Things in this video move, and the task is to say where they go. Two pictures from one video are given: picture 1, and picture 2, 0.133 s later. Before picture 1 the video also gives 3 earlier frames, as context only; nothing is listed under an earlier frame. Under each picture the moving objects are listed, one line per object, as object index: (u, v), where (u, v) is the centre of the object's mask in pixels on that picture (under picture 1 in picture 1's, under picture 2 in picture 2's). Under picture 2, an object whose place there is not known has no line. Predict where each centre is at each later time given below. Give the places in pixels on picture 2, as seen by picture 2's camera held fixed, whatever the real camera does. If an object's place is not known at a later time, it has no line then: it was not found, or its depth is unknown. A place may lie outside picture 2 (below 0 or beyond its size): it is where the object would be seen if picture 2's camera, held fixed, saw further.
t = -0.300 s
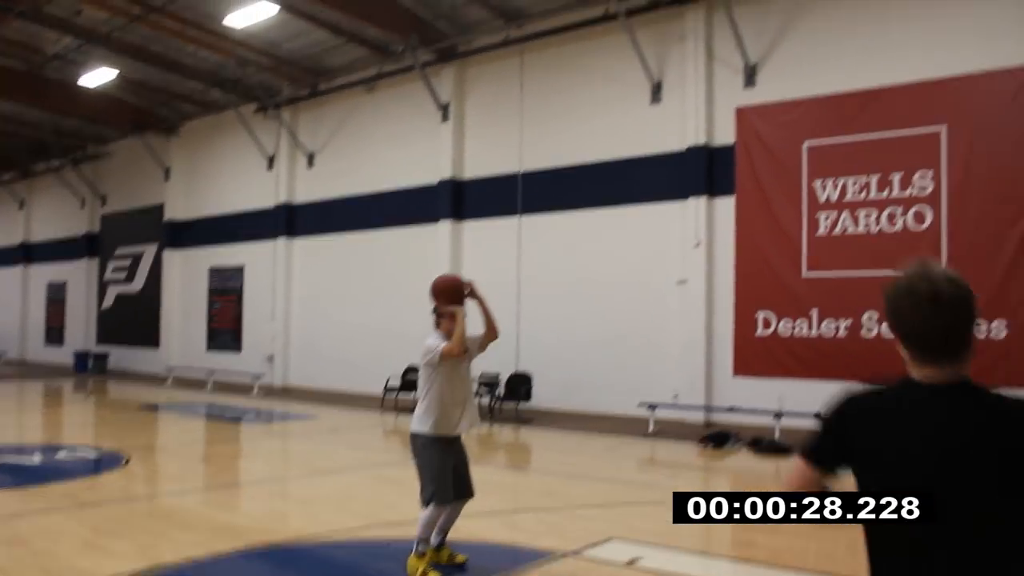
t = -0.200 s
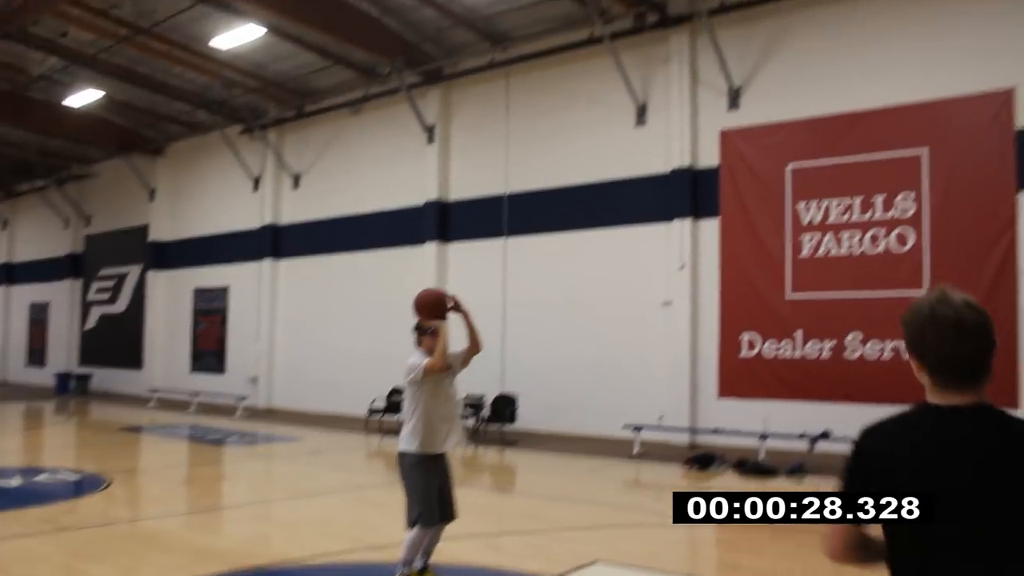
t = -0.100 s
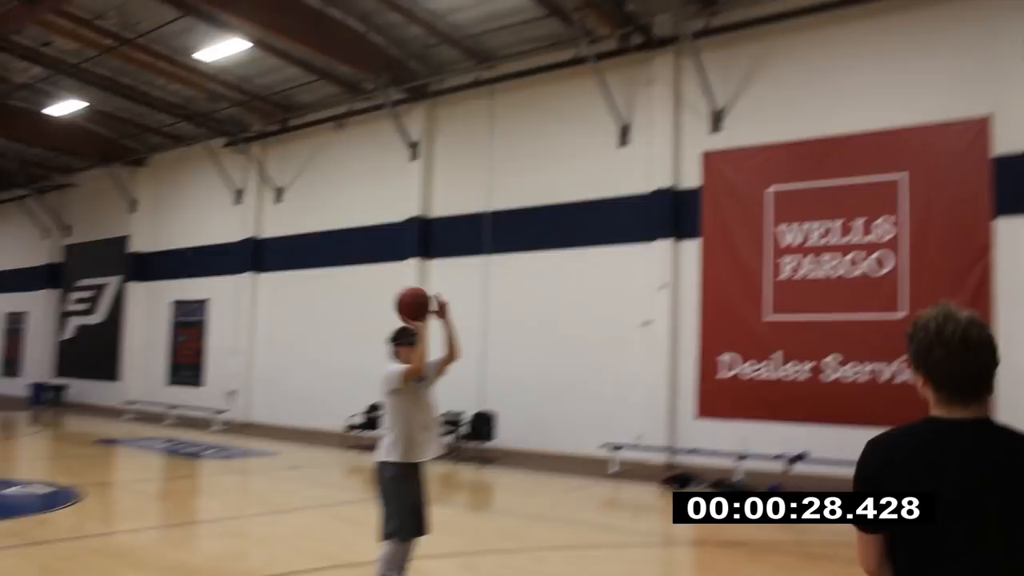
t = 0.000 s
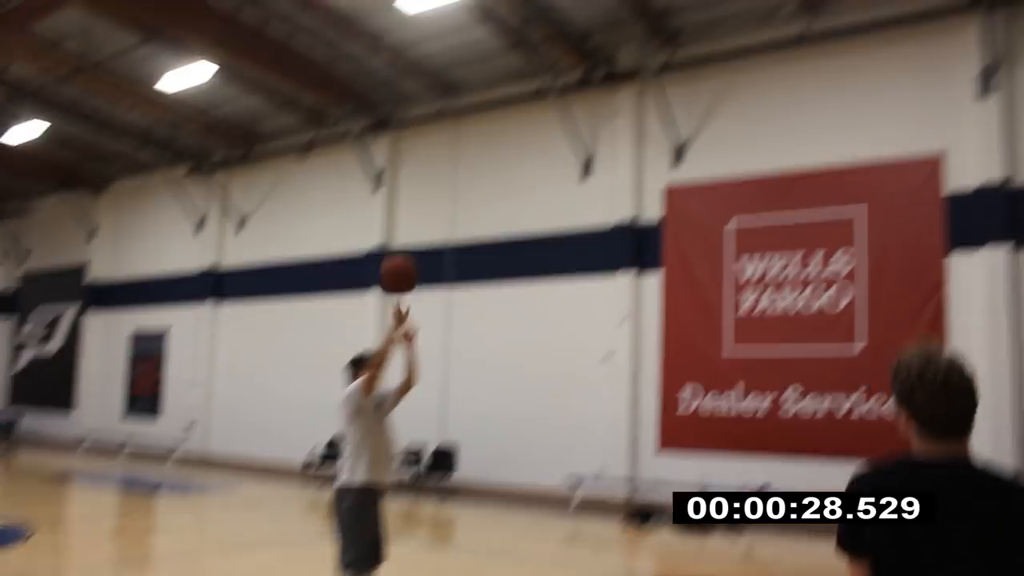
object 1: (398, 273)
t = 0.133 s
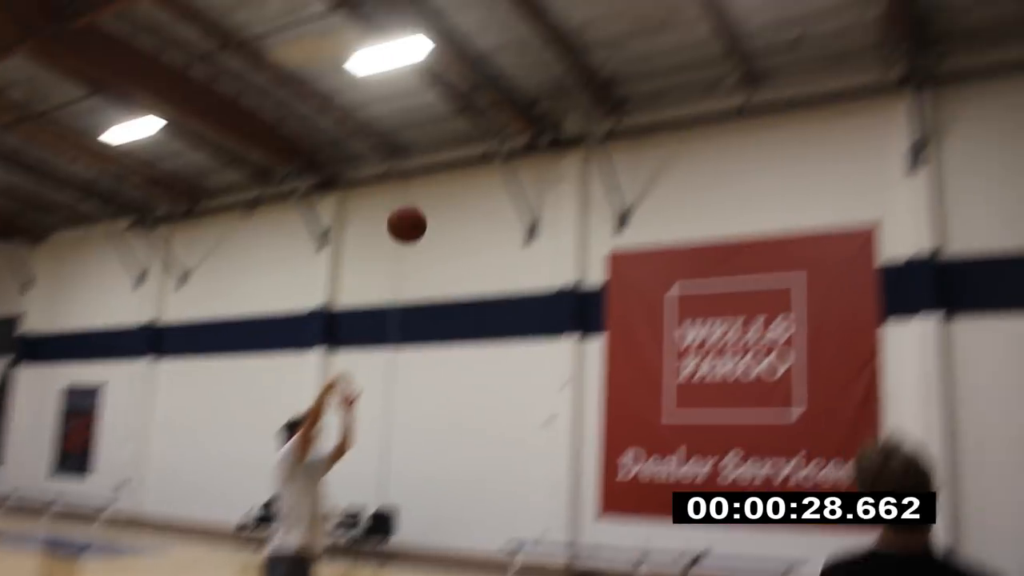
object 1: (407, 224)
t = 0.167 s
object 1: (424, 198)
